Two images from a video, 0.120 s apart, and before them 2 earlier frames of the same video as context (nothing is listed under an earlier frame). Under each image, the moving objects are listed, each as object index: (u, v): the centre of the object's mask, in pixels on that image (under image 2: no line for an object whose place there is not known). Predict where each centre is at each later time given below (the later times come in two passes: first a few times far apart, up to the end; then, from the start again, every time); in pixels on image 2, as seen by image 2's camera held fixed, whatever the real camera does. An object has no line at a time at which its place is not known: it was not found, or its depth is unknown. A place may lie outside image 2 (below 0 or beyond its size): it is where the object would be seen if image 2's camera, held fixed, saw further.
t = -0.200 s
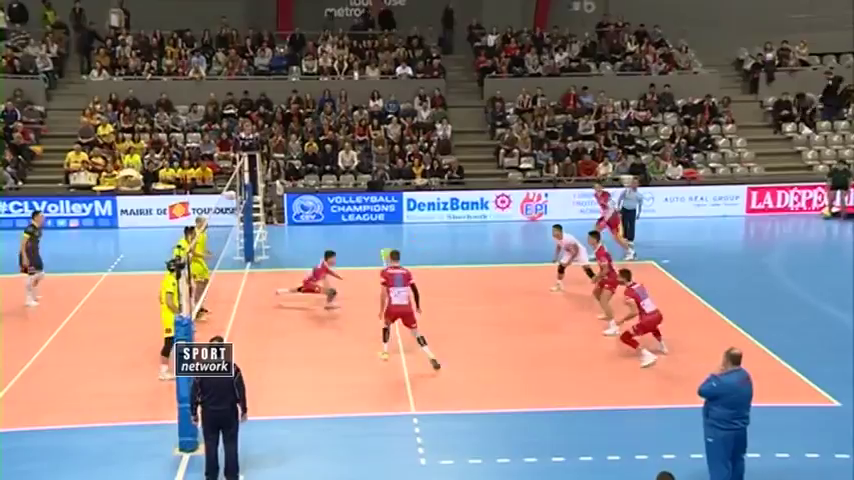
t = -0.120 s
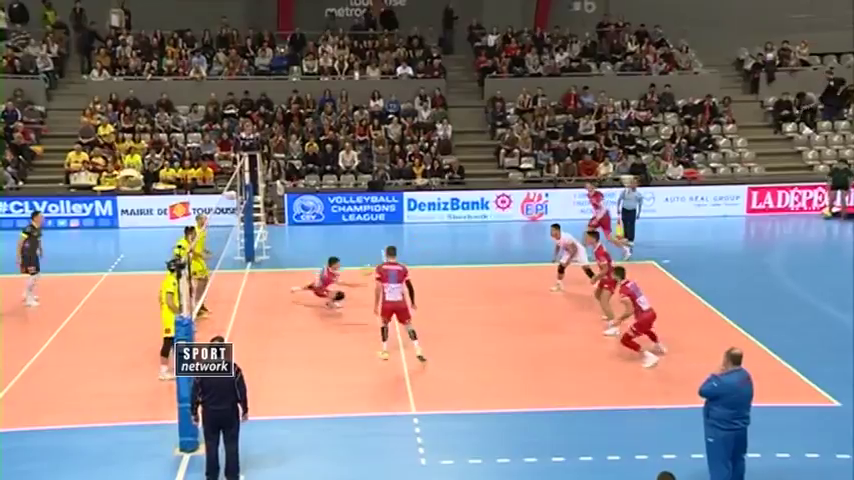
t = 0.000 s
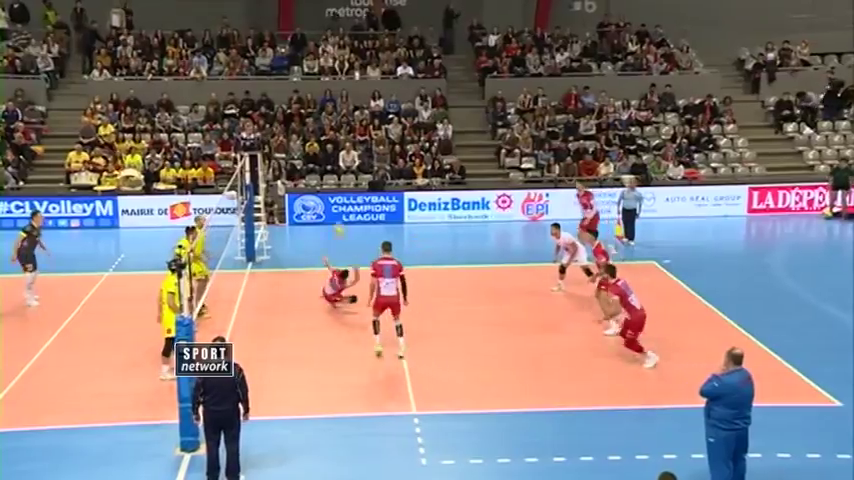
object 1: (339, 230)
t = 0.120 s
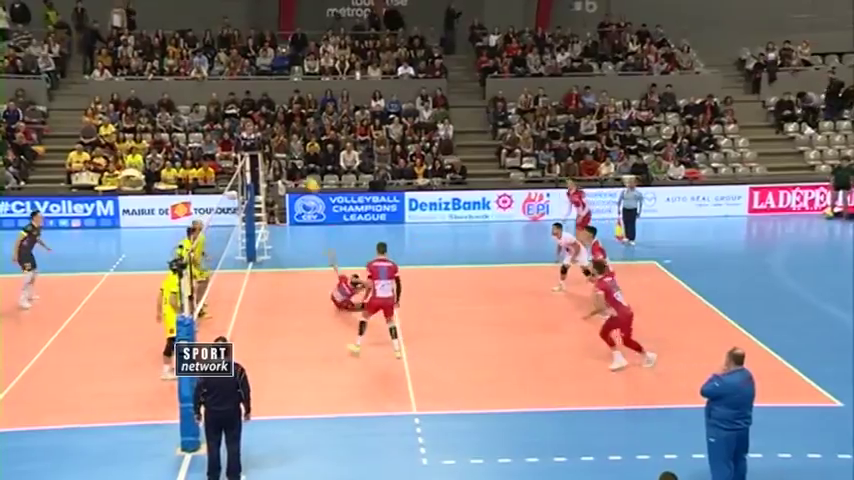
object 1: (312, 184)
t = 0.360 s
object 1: (255, 121)
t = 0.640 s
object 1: (191, 87)
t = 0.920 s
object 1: (133, 98)
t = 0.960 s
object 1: (125, 103)
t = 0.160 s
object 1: (301, 171)
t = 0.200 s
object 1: (293, 161)
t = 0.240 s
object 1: (283, 149)
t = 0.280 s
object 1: (274, 139)
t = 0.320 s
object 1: (265, 129)
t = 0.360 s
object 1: (255, 121)
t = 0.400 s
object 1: (246, 114)
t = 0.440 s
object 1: (236, 108)
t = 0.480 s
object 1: (227, 102)
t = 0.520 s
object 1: (218, 97)
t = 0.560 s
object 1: (209, 93)
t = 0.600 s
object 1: (200, 90)
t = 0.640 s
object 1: (191, 87)
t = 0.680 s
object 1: (182, 86)
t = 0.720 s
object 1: (174, 87)
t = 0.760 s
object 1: (165, 87)
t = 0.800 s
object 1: (157, 88)
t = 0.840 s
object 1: (149, 91)
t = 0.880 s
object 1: (141, 94)
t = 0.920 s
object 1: (133, 98)
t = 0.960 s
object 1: (125, 103)
